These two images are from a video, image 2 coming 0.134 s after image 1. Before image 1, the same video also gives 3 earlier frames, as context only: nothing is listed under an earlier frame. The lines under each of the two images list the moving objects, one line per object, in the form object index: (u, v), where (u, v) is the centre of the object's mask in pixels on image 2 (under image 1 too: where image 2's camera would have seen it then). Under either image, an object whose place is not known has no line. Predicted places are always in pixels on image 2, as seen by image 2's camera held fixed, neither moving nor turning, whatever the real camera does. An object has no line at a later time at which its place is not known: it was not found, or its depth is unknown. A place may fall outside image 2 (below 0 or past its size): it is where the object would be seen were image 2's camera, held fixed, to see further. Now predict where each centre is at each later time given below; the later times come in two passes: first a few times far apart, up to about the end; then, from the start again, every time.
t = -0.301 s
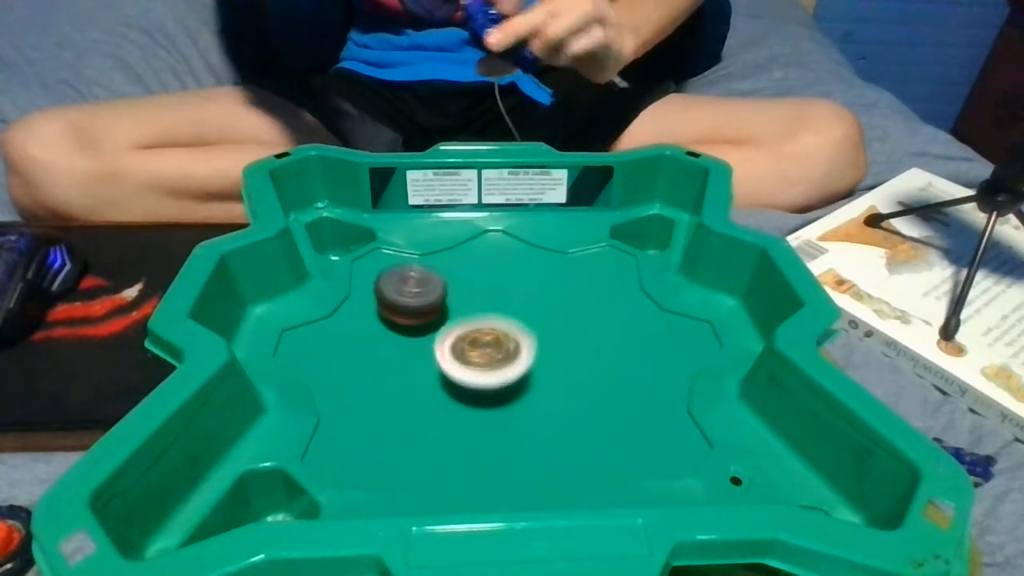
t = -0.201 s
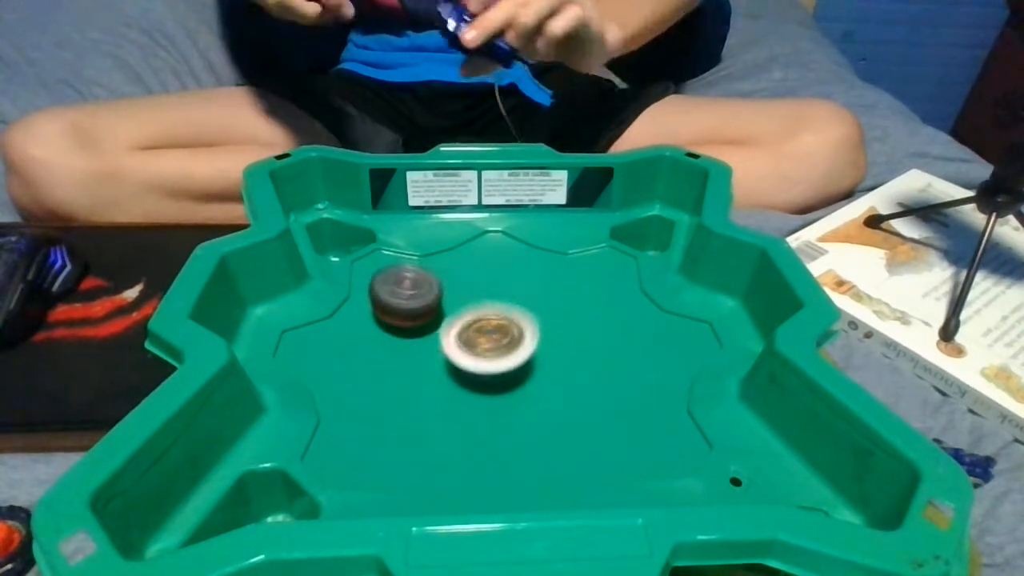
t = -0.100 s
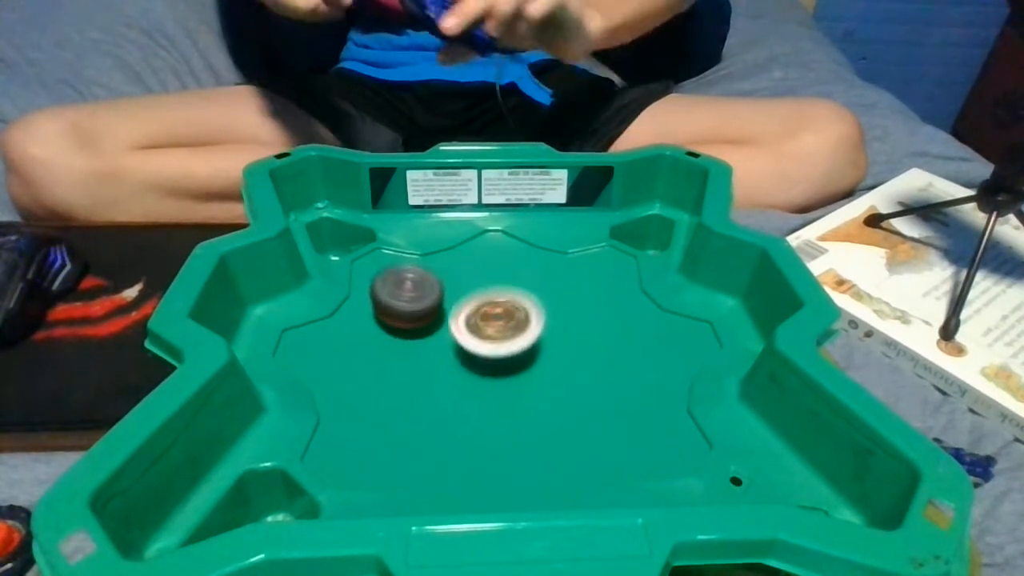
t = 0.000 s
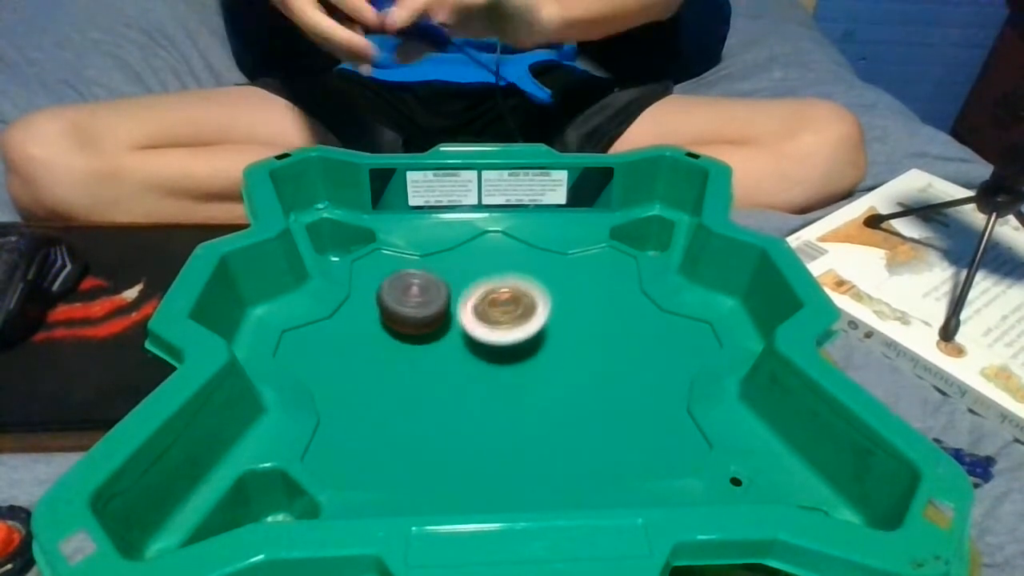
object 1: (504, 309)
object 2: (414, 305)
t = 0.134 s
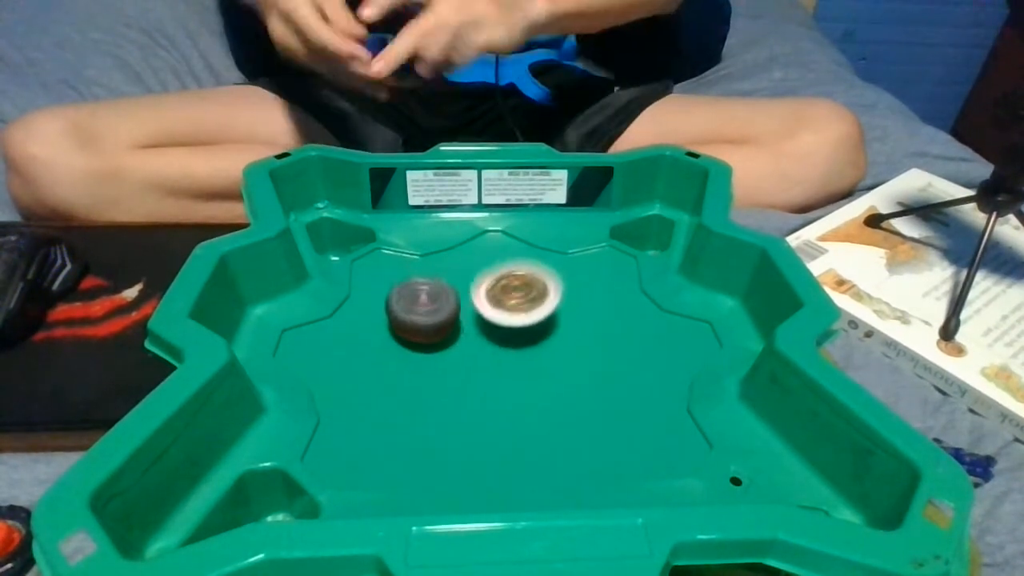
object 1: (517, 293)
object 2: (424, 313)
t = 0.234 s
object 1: (528, 286)
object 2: (430, 324)
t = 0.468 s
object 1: (529, 288)
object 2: (456, 346)
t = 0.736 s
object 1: (496, 296)
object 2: (483, 374)
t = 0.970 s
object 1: (463, 305)
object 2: (494, 378)
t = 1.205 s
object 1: (435, 307)
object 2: (512, 370)
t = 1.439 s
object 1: (427, 308)
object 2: (530, 354)
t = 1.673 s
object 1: (427, 297)
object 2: (548, 339)
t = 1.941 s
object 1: (449, 303)
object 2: (576, 330)
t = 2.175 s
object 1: (441, 304)
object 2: (606, 326)
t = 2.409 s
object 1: (466, 315)
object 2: (579, 335)
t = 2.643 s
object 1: (465, 328)
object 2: (553, 331)
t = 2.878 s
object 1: (444, 330)
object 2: (523, 319)
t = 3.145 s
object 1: (433, 330)
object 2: (505, 294)
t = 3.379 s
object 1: (452, 326)
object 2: (506, 286)
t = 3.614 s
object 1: (470, 338)
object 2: (516, 276)
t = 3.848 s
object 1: (491, 336)
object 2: (519, 282)
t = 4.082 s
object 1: (501, 348)
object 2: (497, 286)
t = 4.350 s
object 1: (495, 343)
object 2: (468, 292)
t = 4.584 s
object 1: (494, 346)
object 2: (449, 289)
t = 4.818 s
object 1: (487, 331)
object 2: (445, 284)
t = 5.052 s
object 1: (491, 326)
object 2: (446, 282)
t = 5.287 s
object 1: (504, 330)
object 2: (453, 287)
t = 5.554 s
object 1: (522, 338)
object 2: (458, 293)
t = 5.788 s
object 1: (522, 334)
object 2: (454, 303)
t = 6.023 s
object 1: (518, 337)
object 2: (443, 307)
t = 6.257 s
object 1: (506, 332)
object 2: (432, 308)
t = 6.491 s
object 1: (504, 329)
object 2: (430, 302)
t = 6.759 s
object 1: (516, 323)
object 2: (433, 302)
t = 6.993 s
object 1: (522, 318)
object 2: (439, 311)
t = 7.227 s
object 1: (523, 315)
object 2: (438, 320)
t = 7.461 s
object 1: (525, 315)
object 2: (428, 322)
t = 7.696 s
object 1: (516, 319)
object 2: (427, 321)
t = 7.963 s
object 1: (518, 324)
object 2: (426, 322)
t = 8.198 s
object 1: (518, 323)
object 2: (418, 321)
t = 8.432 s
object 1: (509, 326)
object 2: (417, 318)
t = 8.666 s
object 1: (508, 338)
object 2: (428, 322)
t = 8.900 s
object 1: (532, 331)
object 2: (439, 328)
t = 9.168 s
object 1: (522, 311)
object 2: (439, 341)
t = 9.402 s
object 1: (516, 326)
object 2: (432, 339)
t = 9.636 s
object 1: (530, 336)
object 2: (448, 334)
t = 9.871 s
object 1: (538, 332)
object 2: (454, 335)
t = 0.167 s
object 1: (521, 290)
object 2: (424, 317)
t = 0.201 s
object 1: (524, 288)
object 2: (426, 321)
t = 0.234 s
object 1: (528, 286)
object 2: (430, 324)
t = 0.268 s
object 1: (530, 285)
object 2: (433, 326)
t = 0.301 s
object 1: (532, 284)
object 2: (437, 331)
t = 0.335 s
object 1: (533, 284)
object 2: (440, 334)
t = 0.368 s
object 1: (533, 284)
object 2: (444, 337)
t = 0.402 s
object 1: (532, 284)
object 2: (448, 340)
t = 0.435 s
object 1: (531, 286)
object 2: (452, 343)
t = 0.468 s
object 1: (529, 288)
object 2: (456, 346)
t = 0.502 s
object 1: (525, 291)
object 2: (461, 349)
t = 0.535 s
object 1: (520, 292)
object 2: (465, 352)
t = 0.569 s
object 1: (516, 292)
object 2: (467, 357)
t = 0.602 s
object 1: (514, 292)
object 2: (470, 362)
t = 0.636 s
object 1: (510, 293)
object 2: (474, 366)
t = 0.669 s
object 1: (506, 294)
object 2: (478, 369)
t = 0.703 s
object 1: (501, 295)
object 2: (480, 372)
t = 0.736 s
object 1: (496, 296)
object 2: (483, 374)
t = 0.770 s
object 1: (492, 297)
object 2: (485, 375)
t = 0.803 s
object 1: (487, 298)
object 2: (487, 377)
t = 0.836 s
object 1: (482, 299)
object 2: (489, 378)
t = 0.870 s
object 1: (477, 301)
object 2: (490, 378)
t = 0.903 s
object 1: (472, 303)
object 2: (491, 378)
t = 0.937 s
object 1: (467, 304)
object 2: (492, 378)
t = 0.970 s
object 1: (463, 305)
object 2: (494, 378)
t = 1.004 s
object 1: (458, 307)
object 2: (496, 378)
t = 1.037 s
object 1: (453, 308)
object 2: (498, 377)
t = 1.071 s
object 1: (448, 309)
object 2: (501, 377)
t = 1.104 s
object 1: (445, 308)
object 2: (505, 376)
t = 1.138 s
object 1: (441, 308)
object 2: (508, 375)
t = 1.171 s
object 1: (438, 308)
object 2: (510, 372)
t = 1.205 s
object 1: (435, 307)
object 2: (512, 370)
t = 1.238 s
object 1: (434, 308)
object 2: (512, 367)
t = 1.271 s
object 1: (433, 308)
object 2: (512, 365)
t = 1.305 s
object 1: (433, 309)
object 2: (512, 361)
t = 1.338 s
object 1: (433, 309)
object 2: (512, 358)
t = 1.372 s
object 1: (435, 310)
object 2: (512, 355)
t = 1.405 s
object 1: (431, 309)
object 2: (520, 355)
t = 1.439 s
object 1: (427, 308)
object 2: (530, 354)
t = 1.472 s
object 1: (424, 305)
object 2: (536, 352)
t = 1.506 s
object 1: (422, 303)
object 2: (540, 349)
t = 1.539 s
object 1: (420, 301)
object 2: (543, 345)
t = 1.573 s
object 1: (420, 300)
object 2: (544, 344)
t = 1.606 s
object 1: (421, 299)
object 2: (545, 342)
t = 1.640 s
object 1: (424, 298)
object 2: (546, 340)
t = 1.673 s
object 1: (427, 297)
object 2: (548, 339)
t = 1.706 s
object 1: (431, 297)
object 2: (548, 337)
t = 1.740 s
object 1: (436, 298)
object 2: (548, 336)
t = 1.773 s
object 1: (441, 299)
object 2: (548, 335)
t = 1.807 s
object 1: (447, 300)
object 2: (546, 334)
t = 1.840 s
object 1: (454, 301)
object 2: (545, 333)
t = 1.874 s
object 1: (461, 302)
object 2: (544, 331)
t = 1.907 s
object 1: (456, 303)
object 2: (557, 330)
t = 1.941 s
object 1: (449, 303)
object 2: (576, 330)
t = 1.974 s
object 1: (446, 302)
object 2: (588, 329)
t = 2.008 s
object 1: (444, 302)
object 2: (595, 327)
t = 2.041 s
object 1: (442, 302)
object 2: (599, 325)
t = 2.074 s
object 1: (440, 302)
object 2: (602, 324)
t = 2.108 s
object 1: (440, 302)
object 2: (604, 325)
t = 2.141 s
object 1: (440, 303)
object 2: (605, 325)
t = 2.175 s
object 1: (441, 304)
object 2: (606, 326)
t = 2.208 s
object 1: (442, 305)
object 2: (605, 327)
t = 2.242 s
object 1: (445, 306)
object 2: (603, 328)
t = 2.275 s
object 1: (448, 307)
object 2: (601, 330)
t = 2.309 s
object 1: (452, 309)
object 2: (597, 331)
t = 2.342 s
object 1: (456, 311)
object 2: (592, 332)
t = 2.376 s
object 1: (461, 313)
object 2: (586, 334)
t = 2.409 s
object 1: (466, 315)
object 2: (579, 335)
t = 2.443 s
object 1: (471, 318)
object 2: (571, 337)
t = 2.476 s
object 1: (477, 320)
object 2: (564, 337)
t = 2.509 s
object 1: (475, 322)
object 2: (564, 336)
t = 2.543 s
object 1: (474, 323)
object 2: (563, 335)
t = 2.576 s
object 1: (471, 325)
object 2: (560, 334)
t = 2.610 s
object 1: (469, 326)
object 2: (556, 333)
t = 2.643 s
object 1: (465, 328)
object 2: (553, 331)
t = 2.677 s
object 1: (461, 328)
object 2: (550, 328)
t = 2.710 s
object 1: (457, 329)
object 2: (546, 326)
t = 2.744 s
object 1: (454, 330)
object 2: (541, 325)
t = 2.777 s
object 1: (451, 330)
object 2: (537, 323)
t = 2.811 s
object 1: (449, 330)
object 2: (532, 322)
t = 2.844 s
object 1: (446, 330)
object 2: (527, 321)
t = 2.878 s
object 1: (444, 330)
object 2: (523, 319)
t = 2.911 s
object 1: (442, 330)
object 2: (521, 316)
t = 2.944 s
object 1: (440, 329)
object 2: (516, 313)
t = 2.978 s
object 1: (440, 328)
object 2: (513, 310)
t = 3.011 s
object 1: (439, 328)
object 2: (511, 308)
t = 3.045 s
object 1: (437, 329)
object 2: (509, 304)
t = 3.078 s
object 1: (436, 330)
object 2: (509, 300)
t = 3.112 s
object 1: (433, 330)
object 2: (507, 297)
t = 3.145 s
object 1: (433, 330)
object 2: (505, 294)
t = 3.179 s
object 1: (433, 330)
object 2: (505, 293)
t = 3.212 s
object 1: (434, 330)
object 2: (504, 291)
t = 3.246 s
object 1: (437, 330)
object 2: (504, 290)
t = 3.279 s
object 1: (439, 330)
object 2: (504, 289)
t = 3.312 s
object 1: (444, 329)
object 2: (505, 288)
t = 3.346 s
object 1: (448, 328)
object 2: (506, 287)
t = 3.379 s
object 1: (452, 326)
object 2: (506, 286)
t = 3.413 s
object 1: (457, 325)
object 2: (507, 284)
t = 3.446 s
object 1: (462, 326)
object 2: (508, 284)
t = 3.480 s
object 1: (462, 331)
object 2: (512, 280)
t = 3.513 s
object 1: (464, 334)
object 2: (514, 278)
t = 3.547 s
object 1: (465, 335)
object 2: (514, 276)
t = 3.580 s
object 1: (467, 336)
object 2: (514, 276)
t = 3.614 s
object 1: (470, 338)
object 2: (516, 276)
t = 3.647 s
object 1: (473, 338)
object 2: (517, 276)
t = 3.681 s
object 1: (475, 339)
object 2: (518, 277)
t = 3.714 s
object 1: (478, 340)
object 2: (519, 279)
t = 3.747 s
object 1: (481, 340)
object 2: (520, 280)
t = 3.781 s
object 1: (485, 339)
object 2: (520, 280)
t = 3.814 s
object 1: (488, 337)
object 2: (520, 281)
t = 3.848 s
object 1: (491, 336)
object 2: (519, 282)
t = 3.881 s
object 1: (494, 335)
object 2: (517, 283)
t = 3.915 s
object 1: (498, 336)
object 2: (515, 283)
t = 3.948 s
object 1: (500, 339)
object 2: (513, 282)
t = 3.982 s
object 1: (502, 341)
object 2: (508, 282)
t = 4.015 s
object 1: (501, 343)
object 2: (504, 284)
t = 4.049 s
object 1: (502, 345)
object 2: (500, 284)
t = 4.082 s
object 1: (501, 348)
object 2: (497, 286)
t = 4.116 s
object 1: (501, 348)
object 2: (494, 287)
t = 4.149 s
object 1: (500, 350)
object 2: (491, 288)
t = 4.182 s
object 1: (500, 349)
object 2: (488, 289)
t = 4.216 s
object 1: (499, 348)
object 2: (483, 290)
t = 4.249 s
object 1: (497, 347)
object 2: (480, 291)
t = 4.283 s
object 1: (496, 345)
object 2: (476, 291)
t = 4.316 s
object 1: (495, 345)
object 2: (472, 292)
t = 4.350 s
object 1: (495, 343)
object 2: (468, 292)
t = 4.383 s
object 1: (496, 344)
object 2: (463, 292)
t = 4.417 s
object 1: (497, 345)
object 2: (459, 292)
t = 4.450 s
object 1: (496, 347)
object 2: (455, 292)
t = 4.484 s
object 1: (496, 348)
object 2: (453, 291)
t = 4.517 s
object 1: (496, 348)
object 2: (451, 291)
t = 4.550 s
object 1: (495, 347)
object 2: (450, 290)
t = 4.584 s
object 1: (494, 346)
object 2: (449, 289)
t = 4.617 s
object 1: (493, 345)
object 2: (448, 287)
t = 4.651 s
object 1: (492, 343)
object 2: (447, 287)
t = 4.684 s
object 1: (490, 341)
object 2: (447, 286)
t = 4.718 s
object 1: (489, 338)
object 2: (446, 286)
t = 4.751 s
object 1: (487, 335)
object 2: (445, 286)
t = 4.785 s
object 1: (486, 332)
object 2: (445, 285)
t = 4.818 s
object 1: (487, 331)
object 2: (445, 284)
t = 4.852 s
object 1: (486, 329)
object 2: (444, 283)
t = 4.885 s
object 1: (486, 330)
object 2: (443, 283)
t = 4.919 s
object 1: (488, 329)
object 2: (442, 283)
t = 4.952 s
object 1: (487, 328)
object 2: (443, 283)
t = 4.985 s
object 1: (488, 327)
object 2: (444, 281)
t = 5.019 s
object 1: (489, 326)
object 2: (445, 282)
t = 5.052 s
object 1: (491, 326)
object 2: (446, 282)
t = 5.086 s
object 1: (492, 326)
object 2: (446, 282)
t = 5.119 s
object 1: (494, 326)
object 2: (447, 282)
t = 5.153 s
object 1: (497, 327)
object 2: (449, 283)
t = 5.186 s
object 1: (498, 327)
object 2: (450, 284)
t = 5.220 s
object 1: (501, 328)
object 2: (451, 285)
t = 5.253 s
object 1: (503, 329)
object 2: (452, 286)
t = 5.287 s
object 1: (504, 330)
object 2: (453, 287)
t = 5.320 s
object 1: (506, 331)
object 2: (454, 289)
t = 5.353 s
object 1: (508, 331)
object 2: (456, 291)
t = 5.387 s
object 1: (513, 334)
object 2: (456, 289)
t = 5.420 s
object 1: (517, 334)
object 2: (456, 289)
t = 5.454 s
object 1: (517, 336)
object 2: (456, 290)
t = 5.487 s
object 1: (520, 338)
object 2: (456, 291)
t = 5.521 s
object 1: (522, 338)
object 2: (456, 292)
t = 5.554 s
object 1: (522, 338)
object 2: (458, 293)
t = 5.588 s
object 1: (523, 338)
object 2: (458, 294)
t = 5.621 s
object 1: (524, 337)
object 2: (458, 295)
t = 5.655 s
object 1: (522, 336)
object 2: (459, 297)
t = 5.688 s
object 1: (520, 335)
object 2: (458, 299)
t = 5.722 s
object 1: (520, 334)
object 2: (457, 301)
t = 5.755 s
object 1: (521, 333)
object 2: (456, 302)
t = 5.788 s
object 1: (522, 334)
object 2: (454, 303)
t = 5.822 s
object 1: (524, 335)
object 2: (451, 304)
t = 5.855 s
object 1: (524, 336)
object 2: (449, 305)
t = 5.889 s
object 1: (524, 337)
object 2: (448, 306)
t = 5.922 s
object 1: (525, 337)
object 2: (447, 306)
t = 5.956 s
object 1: (522, 337)
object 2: (445, 306)
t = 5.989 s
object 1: (520, 337)
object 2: (444, 306)
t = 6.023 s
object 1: (518, 337)
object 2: (443, 307)
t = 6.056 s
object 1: (515, 335)
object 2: (442, 307)
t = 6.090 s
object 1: (510, 335)
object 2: (441, 307)
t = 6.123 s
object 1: (510, 334)
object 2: (439, 304)
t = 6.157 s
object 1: (508, 332)
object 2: (437, 304)
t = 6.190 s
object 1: (508, 332)
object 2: (435, 307)
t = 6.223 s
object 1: (507, 332)
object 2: (433, 307)
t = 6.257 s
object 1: (506, 332)
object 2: (432, 308)
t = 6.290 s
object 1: (506, 331)
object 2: (431, 305)
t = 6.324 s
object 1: (504, 331)
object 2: (431, 304)
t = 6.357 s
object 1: (503, 330)
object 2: (430, 304)
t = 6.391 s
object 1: (504, 330)
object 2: (429, 303)
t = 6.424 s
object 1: (504, 329)
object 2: (429, 303)
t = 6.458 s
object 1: (503, 329)
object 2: (429, 302)
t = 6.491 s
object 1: (504, 329)
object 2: (430, 302)
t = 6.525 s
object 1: (505, 328)
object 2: (431, 302)
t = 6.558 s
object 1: (505, 328)
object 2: (431, 302)
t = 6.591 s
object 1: (507, 327)
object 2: (431, 301)
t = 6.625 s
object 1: (508, 327)
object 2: (432, 302)
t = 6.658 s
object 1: (509, 325)
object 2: (432, 302)
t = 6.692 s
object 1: (509, 325)
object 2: (433, 302)
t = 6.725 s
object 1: (513, 325)
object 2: (434, 302)
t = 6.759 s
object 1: (516, 323)
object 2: (433, 302)
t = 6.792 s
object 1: (515, 322)
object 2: (434, 303)
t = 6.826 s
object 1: (514, 323)
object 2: (435, 305)
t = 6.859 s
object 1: (516, 324)
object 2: (437, 305)
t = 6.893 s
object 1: (519, 321)
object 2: (438, 306)
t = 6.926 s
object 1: (519, 320)
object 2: (439, 310)
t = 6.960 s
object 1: (521, 319)
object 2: (438, 310)
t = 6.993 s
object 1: (522, 318)
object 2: (439, 311)
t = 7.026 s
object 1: (523, 318)
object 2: (439, 313)
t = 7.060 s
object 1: (524, 317)
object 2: (439, 314)
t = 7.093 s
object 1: (524, 316)
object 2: (439, 314)
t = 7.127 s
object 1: (524, 315)
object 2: (438, 316)
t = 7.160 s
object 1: (524, 315)
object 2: (439, 317)
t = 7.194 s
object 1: (524, 315)
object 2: (438, 319)
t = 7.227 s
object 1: (523, 315)
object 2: (438, 320)
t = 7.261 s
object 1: (523, 314)
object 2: (438, 321)
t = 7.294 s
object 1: (525, 314)
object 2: (434, 321)
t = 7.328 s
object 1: (526, 313)
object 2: (431, 322)
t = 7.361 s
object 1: (524, 314)
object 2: (431, 322)
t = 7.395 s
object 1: (524, 315)
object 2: (429, 323)
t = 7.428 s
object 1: (526, 316)
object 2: (428, 322)
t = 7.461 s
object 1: (525, 315)
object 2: (428, 322)
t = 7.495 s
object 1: (521, 315)
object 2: (430, 323)
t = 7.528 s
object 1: (518, 317)
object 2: (430, 324)
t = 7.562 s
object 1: (516, 318)
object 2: (430, 324)
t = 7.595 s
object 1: (515, 319)
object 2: (431, 325)
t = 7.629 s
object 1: (518, 319)
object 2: (429, 324)
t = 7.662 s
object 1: (519, 318)
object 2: (426, 321)
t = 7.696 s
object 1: (516, 319)
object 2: (427, 321)
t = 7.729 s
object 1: (514, 322)
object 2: (426, 322)
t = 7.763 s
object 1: (516, 324)
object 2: (426, 322)
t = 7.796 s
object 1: (518, 323)
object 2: (427, 322)
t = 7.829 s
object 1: (516, 322)
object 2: (428, 322)
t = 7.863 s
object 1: (517, 323)
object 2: (425, 321)
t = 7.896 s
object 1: (518, 323)
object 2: (424, 321)
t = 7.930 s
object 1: (518, 324)
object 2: (426, 322)
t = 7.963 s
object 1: (518, 324)
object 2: (426, 322)
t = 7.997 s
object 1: (516, 325)
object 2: (427, 322)
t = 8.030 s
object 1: (515, 324)
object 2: (429, 322)
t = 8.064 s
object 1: (517, 324)
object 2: (427, 322)
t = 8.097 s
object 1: (520, 322)
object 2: (425, 320)
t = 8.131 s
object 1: (518, 321)
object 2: (427, 320)
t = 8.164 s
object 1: (514, 322)
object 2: (427, 321)
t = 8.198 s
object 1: (518, 323)
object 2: (418, 321)
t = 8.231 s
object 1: (522, 321)
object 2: (413, 320)
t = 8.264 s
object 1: (524, 318)
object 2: (411, 319)
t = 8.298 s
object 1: (521, 316)
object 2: (411, 319)
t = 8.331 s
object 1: (516, 316)
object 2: (411, 319)
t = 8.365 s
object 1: (511, 320)
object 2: (412, 319)
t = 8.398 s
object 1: (509, 325)
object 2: (413, 318)
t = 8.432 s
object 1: (509, 326)
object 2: (417, 318)
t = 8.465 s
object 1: (507, 328)
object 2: (419, 321)
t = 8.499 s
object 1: (506, 330)
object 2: (422, 321)
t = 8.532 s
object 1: (504, 332)
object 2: (424, 322)
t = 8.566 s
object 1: (507, 335)
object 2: (423, 319)
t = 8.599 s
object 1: (507, 337)
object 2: (424, 318)
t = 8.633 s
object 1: (508, 338)
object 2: (427, 319)
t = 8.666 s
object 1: (508, 338)
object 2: (428, 322)
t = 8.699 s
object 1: (509, 339)
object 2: (429, 323)
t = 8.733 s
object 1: (513, 338)
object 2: (431, 323)
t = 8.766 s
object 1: (517, 337)
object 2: (433, 323)
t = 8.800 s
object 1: (522, 338)
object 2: (435, 324)
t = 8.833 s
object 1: (526, 336)
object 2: (437, 325)
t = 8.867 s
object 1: (530, 333)
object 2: (438, 327)
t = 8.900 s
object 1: (532, 331)
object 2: (439, 328)
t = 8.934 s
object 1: (532, 329)
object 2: (441, 330)
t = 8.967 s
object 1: (532, 327)
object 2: (443, 331)
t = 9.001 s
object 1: (529, 324)
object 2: (445, 334)
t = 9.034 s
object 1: (530, 319)
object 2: (445, 337)
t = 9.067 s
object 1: (532, 313)
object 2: (440, 338)
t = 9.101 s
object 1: (531, 310)
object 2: (439, 338)
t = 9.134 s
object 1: (525, 309)
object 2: (441, 339)
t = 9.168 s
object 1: (522, 311)
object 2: (439, 341)
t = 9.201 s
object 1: (521, 316)
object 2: (436, 343)
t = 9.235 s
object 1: (521, 319)
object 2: (434, 343)
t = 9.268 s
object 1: (519, 318)
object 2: (432, 341)
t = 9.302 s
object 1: (514, 317)
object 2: (431, 341)
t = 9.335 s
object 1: (513, 320)
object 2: (431, 340)
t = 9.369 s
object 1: (515, 324)
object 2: (431, 339)
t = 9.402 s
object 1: (516, 326)
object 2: (432, 339)
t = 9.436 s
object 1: (516, 328)
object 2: (434, 338)
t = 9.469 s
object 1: (517, 330)
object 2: (434, 335)
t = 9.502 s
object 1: (522, 331)
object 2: (435, 333)
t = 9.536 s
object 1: (528, 333)
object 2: (436, 332)
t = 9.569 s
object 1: (533, 333)
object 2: (440, 331)
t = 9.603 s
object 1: (533, 335)
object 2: (444, 332)
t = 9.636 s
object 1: (530, 336)
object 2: (448, 334)
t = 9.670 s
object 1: (532, 334)
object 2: (448, 336)
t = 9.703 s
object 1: (537, 330)
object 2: (444, 334)
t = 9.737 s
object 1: (539, 327)
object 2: (444, 333)
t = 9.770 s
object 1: (538, 330)
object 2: (449, 333)
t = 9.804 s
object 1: (538, 331)
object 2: (453, 333)
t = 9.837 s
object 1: (536, 332)
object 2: (456, 334)
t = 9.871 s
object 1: (538, 332)
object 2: (454, 335)
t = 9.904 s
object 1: (535, 331)
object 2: (452, 336)
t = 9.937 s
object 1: (531, 332)
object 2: (447, 334)
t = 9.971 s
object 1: (528, 333)
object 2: (439, 334)
